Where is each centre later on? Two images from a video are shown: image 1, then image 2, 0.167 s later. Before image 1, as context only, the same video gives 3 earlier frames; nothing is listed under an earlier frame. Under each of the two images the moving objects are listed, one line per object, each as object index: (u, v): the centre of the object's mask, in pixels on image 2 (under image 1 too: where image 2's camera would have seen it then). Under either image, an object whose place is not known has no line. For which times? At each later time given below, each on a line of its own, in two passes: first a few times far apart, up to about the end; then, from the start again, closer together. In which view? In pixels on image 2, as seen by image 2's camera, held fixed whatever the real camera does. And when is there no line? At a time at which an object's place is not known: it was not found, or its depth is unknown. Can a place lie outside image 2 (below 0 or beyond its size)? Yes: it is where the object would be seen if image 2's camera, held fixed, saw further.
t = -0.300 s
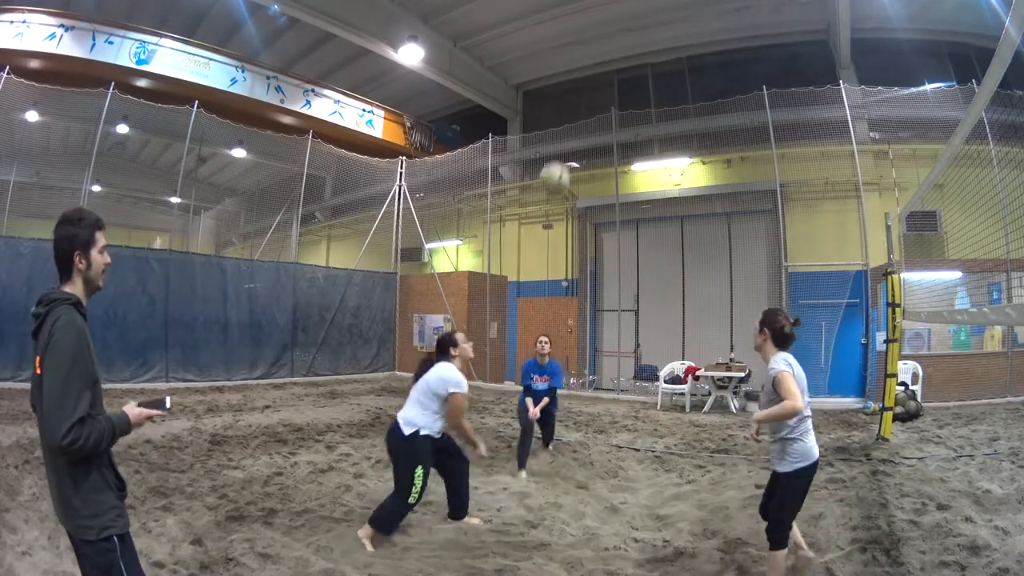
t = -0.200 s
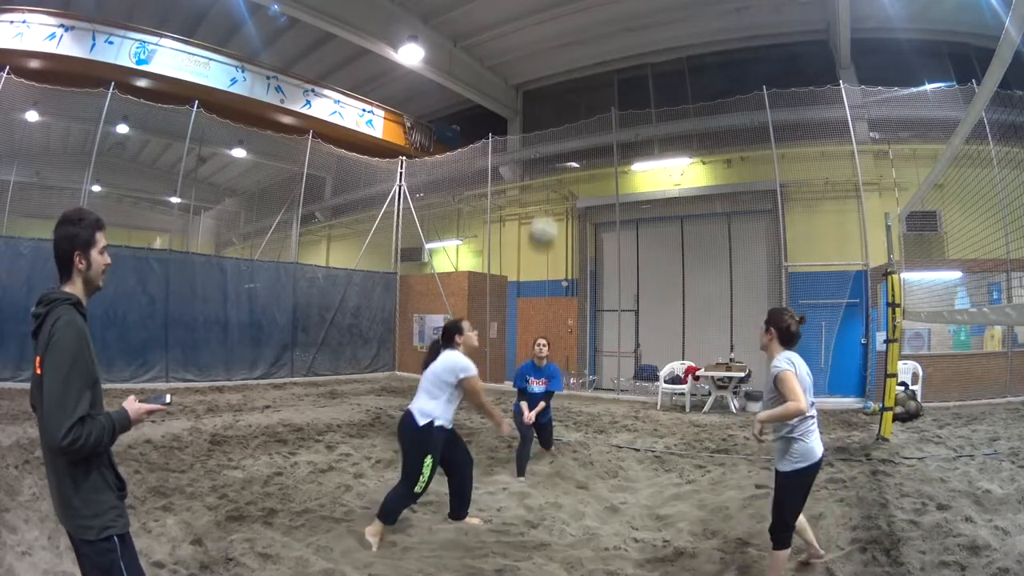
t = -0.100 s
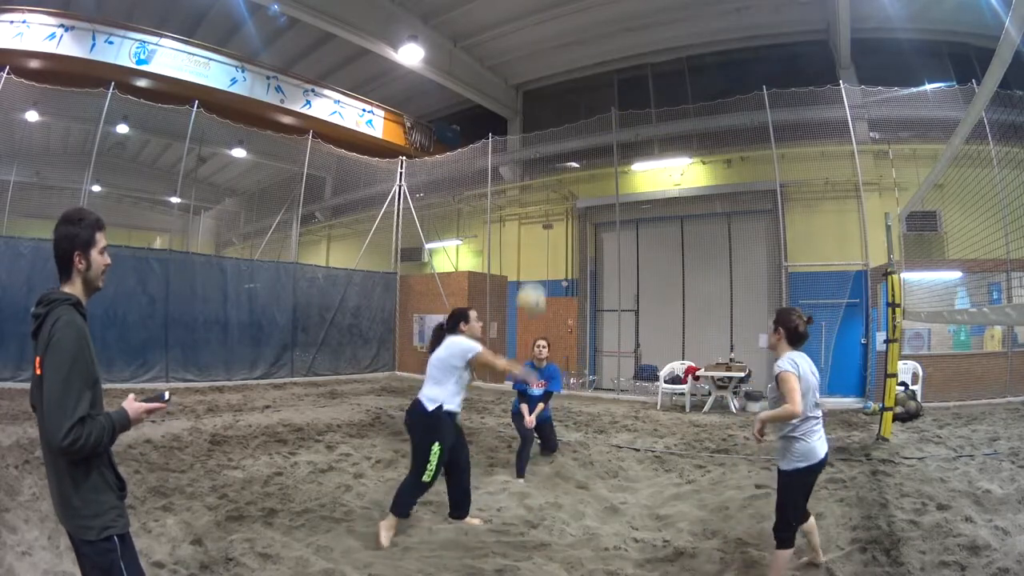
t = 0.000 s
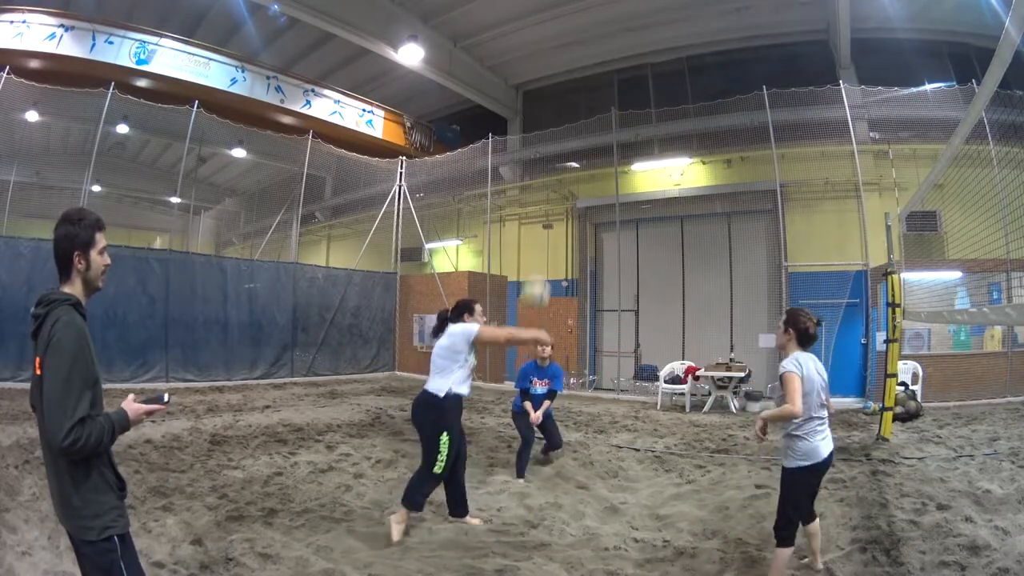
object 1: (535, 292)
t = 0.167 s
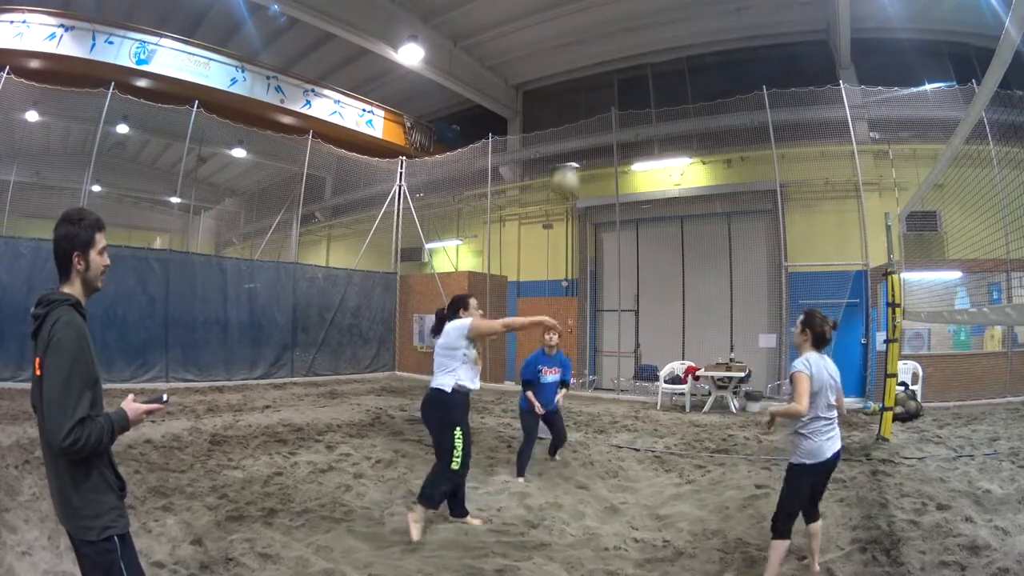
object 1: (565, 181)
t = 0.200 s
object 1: (571, 164)
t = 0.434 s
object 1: (605, 100)
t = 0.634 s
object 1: (629, 92)
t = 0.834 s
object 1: (655, 118)
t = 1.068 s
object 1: (688, 200)
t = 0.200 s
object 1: (571, 164)
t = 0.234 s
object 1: (576, 151)
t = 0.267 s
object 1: (582, 138)
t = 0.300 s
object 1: (587, 127)
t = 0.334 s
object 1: (591, 118)
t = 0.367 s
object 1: (595, 111)
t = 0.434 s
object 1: (605, 100)
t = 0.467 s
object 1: (609, 96)
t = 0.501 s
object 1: (613, 93)
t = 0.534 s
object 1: (617, 91)
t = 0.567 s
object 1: (621, 90)
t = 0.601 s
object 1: (625, 91)
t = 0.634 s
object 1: (629, 92)
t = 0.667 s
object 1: (634, 94)
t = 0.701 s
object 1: (638, 98)
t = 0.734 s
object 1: (642, 101)
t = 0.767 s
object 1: (646, 106)
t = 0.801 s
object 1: (651, 113)
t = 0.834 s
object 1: (655, 118)
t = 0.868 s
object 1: (660, 128)
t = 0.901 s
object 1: (664, 138)
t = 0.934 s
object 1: (668, 147)
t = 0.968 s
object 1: (673, 160)
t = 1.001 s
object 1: (677, 176)
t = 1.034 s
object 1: (681, 190)
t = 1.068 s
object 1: (688, 200)
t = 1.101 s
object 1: (691, 217)
